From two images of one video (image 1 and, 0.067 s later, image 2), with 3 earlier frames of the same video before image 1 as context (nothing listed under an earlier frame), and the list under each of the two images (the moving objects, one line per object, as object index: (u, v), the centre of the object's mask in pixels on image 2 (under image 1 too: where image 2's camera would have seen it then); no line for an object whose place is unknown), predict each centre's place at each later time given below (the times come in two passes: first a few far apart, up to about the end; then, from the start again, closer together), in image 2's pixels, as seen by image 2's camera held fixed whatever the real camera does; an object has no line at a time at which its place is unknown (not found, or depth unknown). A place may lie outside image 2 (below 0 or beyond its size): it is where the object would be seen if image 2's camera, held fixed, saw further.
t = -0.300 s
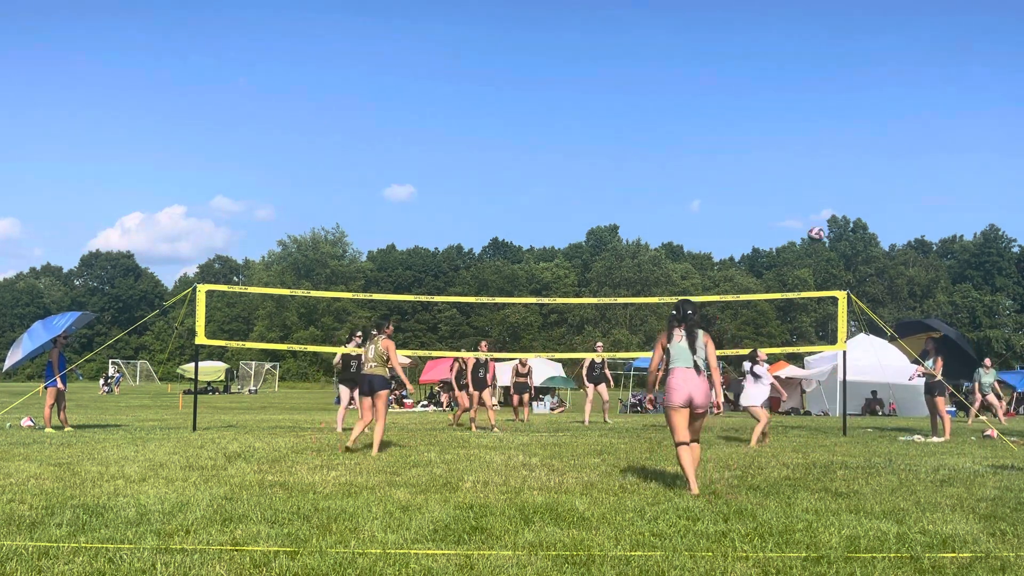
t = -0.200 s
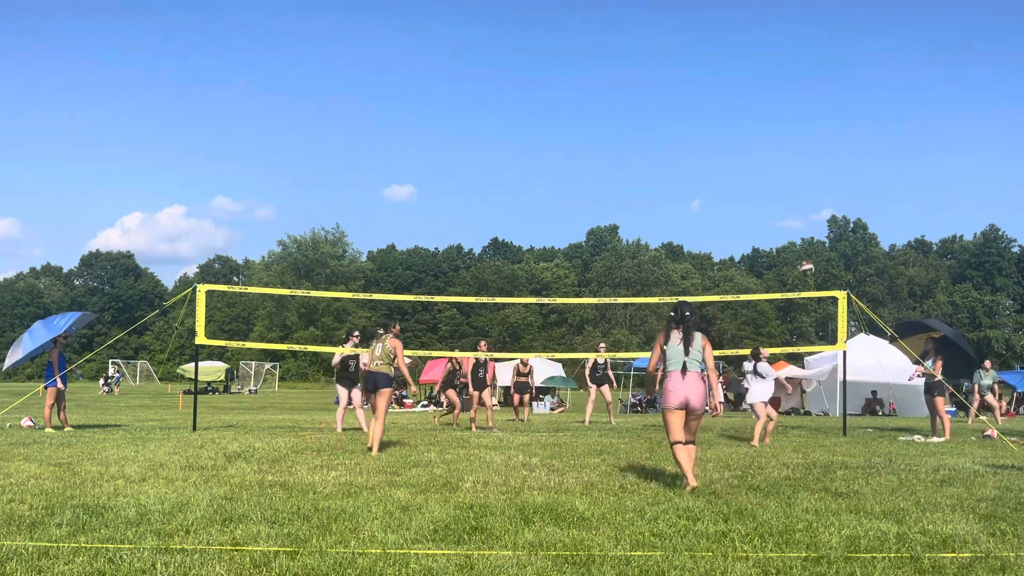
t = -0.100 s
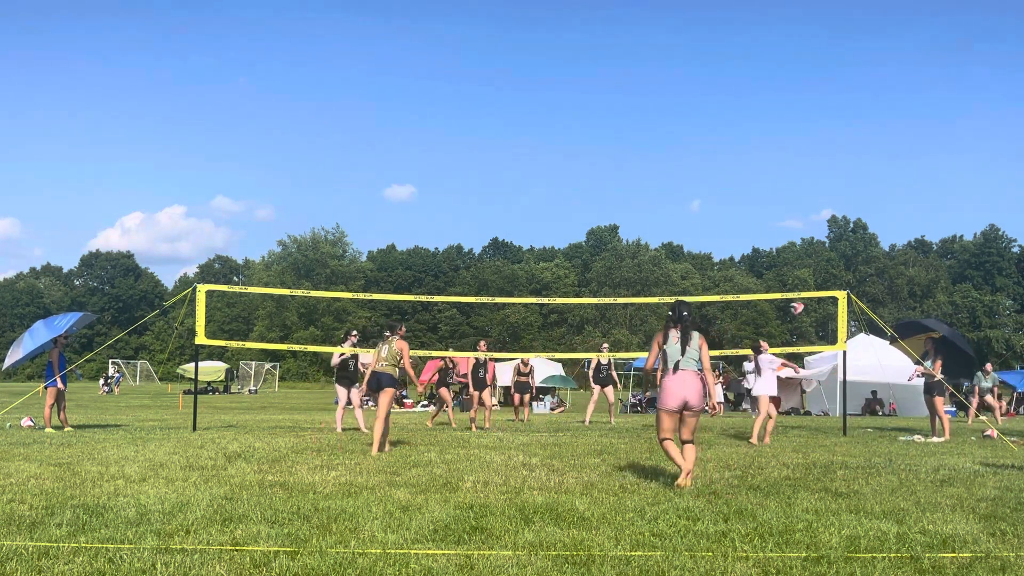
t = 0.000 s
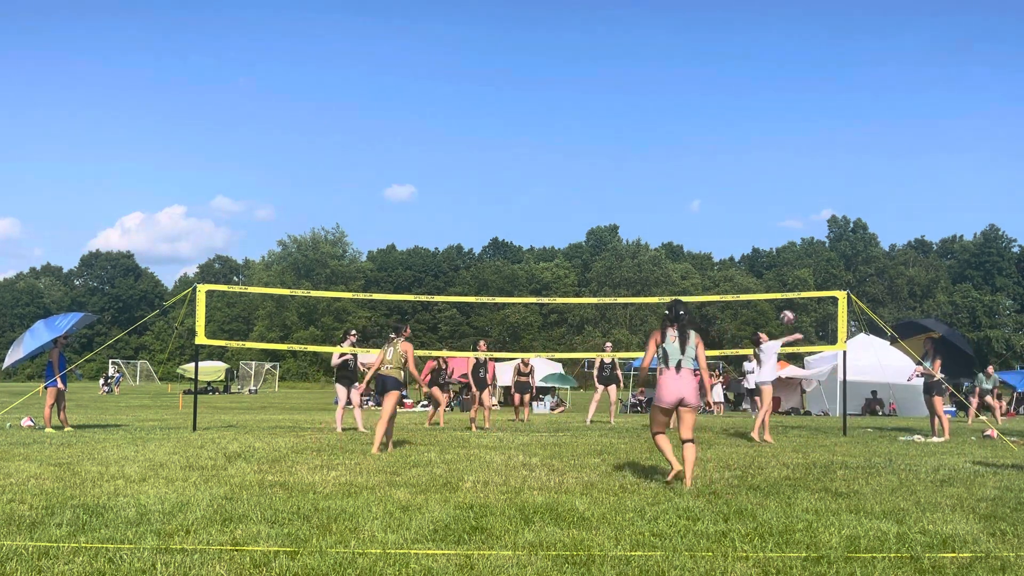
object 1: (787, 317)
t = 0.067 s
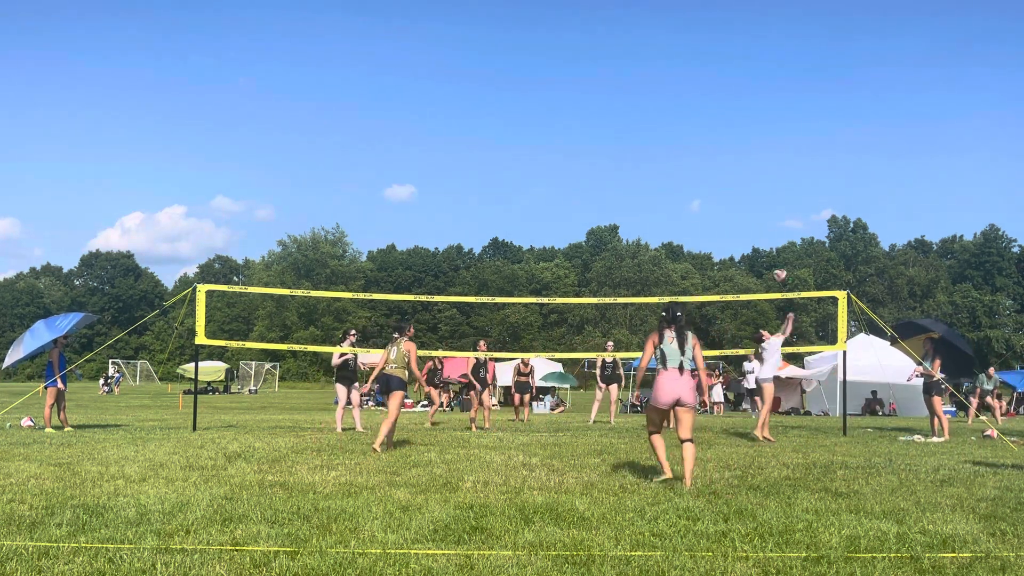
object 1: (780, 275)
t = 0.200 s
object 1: (766, 205)
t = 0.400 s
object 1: (747, 125)
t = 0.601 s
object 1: (731, 76)
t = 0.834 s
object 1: (714, 53)
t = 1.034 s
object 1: (701, 62)
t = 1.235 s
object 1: (689, 97)
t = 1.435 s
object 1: (679, 158)
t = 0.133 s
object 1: (772, 238)
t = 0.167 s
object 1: (769, 221)
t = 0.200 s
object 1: (766, 205)
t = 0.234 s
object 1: (763, 190)
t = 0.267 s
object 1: (759, 175)
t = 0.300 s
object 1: (756, 161)
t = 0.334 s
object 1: (753, 148)
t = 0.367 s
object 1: (750, 137)
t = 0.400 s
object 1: (747, 125)
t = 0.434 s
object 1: (744, 115)
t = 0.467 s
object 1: (741, 106)
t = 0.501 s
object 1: (739, 97)
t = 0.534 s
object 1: (736, 89)
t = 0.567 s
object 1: (734, 82)
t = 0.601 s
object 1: (731, 76)
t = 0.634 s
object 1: (728, 70)
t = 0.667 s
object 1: (726, 66)
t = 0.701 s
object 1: (723, 62)
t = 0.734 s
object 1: (721, 58)
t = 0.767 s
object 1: (719, 56)
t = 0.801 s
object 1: (716, 54)
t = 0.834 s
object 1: (714, 53)
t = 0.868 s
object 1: (711, 53)
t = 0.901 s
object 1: (709, 53)
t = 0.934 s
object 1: (707, 54)
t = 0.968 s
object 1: (705, 56)
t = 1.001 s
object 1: (703, 59)
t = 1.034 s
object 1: (701, 62)
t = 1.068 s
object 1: (699, 66)
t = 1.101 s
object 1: (697, 71)
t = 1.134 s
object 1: (695, 77)
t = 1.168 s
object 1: (693, 82)
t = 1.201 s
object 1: (691, 89)
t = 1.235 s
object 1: (689, 97)
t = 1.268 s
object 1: (687, 106)
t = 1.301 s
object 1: (686, 114)
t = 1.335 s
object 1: (684, 124)
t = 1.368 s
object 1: (682, 135)
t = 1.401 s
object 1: (681, 146)
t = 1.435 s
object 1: (679, 158)
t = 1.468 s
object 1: (678, 170)
